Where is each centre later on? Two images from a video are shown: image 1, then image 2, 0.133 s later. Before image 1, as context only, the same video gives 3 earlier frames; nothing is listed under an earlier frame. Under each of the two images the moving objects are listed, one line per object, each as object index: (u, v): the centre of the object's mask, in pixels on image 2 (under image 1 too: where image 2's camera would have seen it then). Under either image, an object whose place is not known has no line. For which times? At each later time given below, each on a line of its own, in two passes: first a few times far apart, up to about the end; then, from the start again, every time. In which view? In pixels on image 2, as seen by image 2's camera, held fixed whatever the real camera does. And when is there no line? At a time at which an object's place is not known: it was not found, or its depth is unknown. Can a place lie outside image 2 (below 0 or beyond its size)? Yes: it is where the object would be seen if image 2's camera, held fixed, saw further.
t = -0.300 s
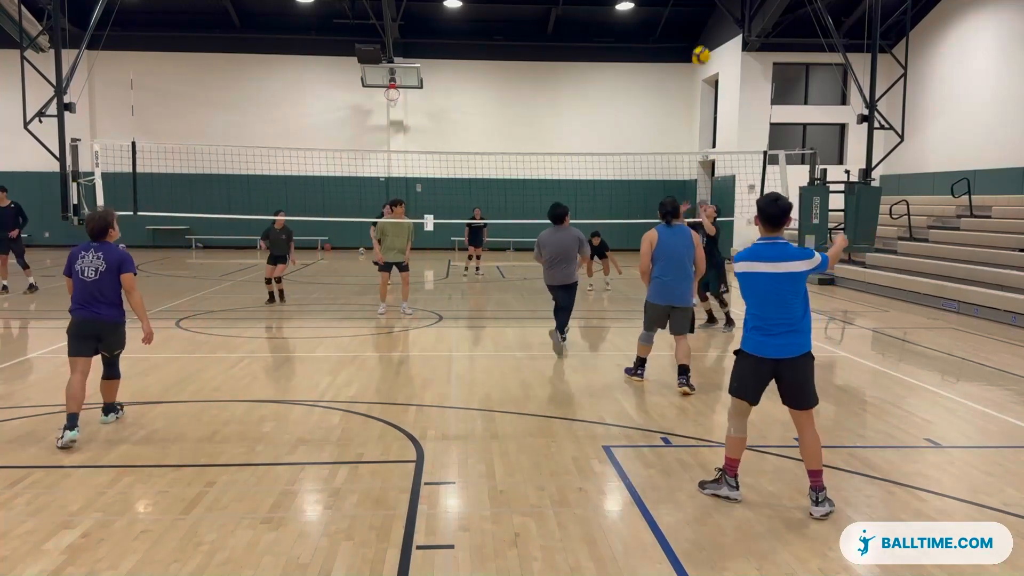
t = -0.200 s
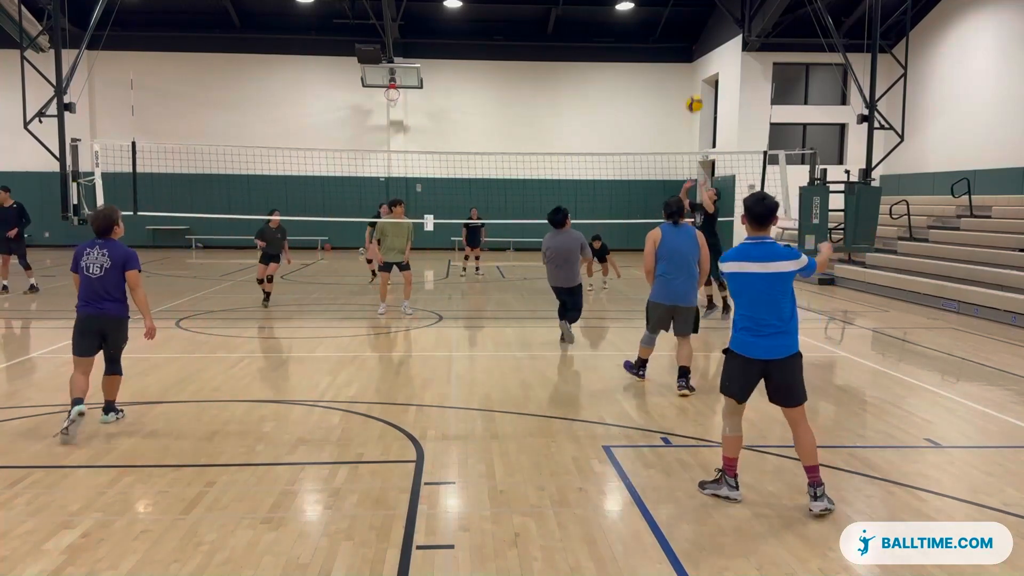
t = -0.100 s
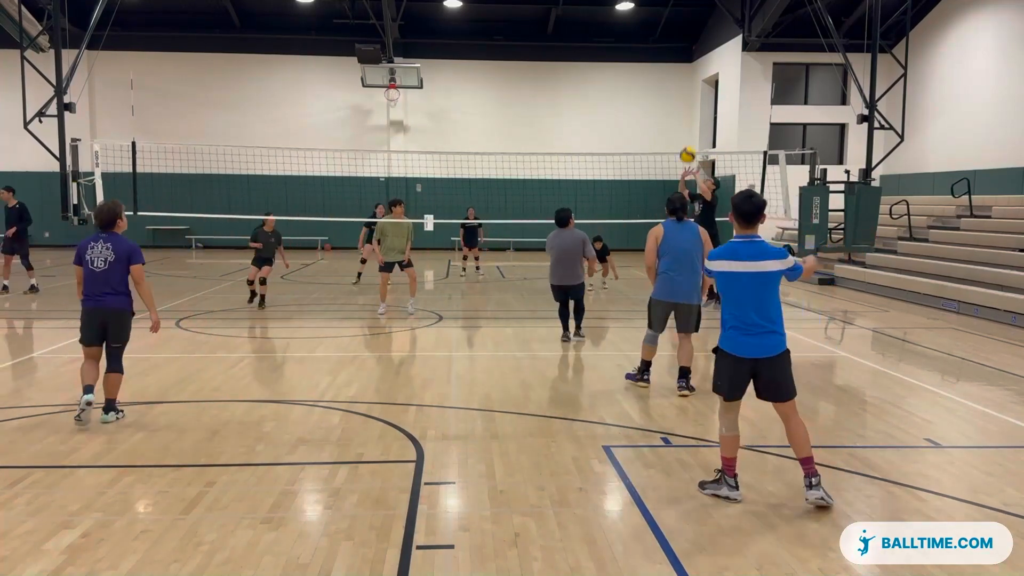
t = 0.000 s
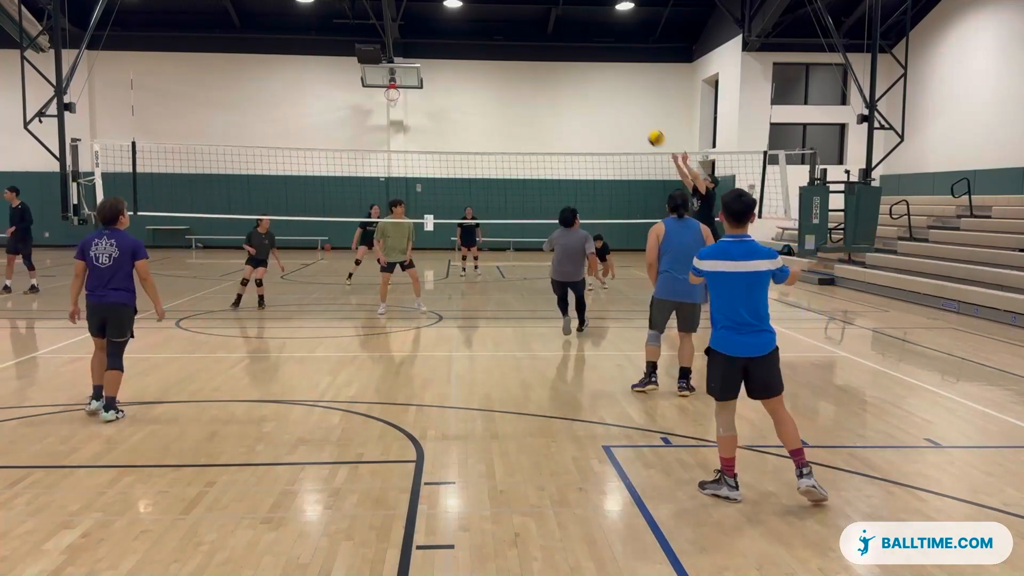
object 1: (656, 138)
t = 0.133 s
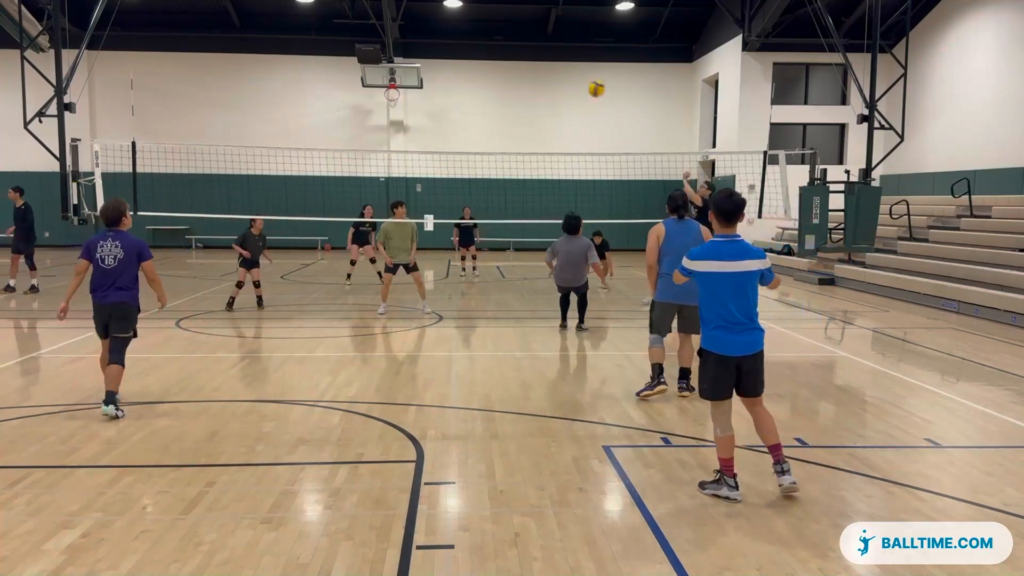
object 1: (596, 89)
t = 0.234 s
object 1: (550, 59)
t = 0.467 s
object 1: (444, 22)
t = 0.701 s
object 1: (336, 27)
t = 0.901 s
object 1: (244, 67)
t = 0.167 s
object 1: (581, 78)
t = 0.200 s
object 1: (565, 68)
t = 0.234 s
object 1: (550, 59)
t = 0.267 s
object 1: (535, 52)
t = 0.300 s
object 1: (520, 45)
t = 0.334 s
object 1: (505, 39)
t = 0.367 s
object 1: (490, 34)
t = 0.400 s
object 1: (474, 29)
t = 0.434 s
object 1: (459, 25)
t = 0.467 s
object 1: (444, 22)
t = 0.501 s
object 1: (428, 20)
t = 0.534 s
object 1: (413, 19)
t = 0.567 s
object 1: (398, 19)
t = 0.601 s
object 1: (382, 19)
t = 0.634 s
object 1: (367, 21)
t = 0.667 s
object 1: (351, 24)
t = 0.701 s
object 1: (336, 27)
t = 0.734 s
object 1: (321, 31)
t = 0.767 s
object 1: (305, 37)
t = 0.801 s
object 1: (290, 43)
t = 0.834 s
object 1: (275, 50)
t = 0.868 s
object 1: (260, 57)
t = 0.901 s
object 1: (244, 67)
